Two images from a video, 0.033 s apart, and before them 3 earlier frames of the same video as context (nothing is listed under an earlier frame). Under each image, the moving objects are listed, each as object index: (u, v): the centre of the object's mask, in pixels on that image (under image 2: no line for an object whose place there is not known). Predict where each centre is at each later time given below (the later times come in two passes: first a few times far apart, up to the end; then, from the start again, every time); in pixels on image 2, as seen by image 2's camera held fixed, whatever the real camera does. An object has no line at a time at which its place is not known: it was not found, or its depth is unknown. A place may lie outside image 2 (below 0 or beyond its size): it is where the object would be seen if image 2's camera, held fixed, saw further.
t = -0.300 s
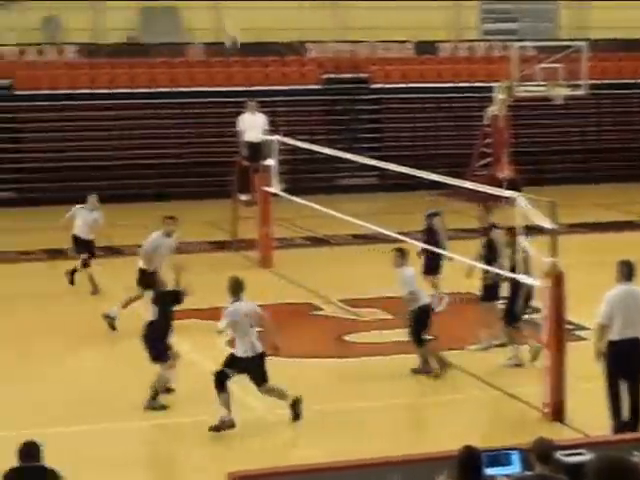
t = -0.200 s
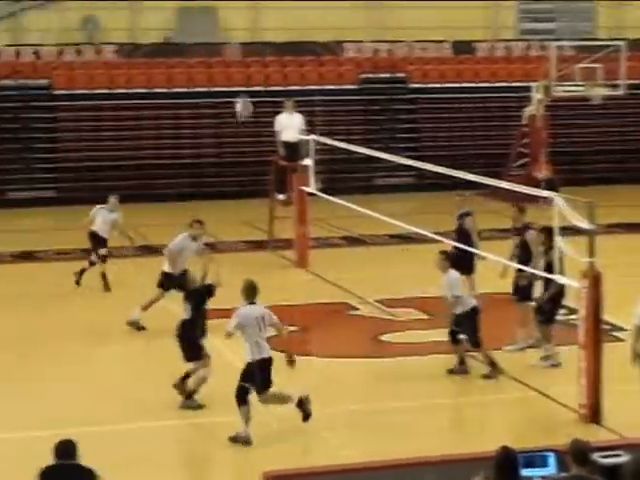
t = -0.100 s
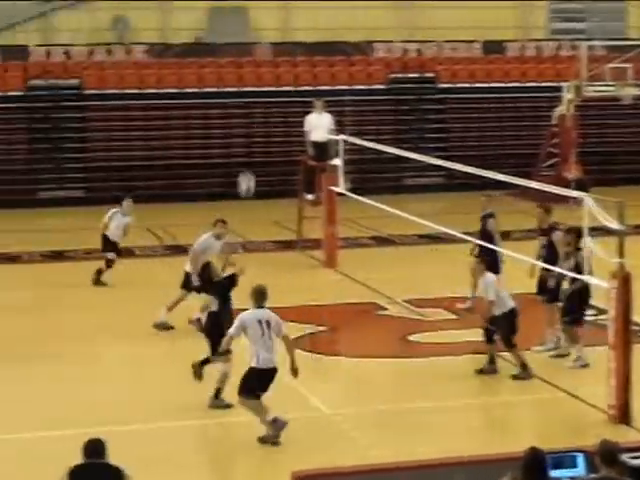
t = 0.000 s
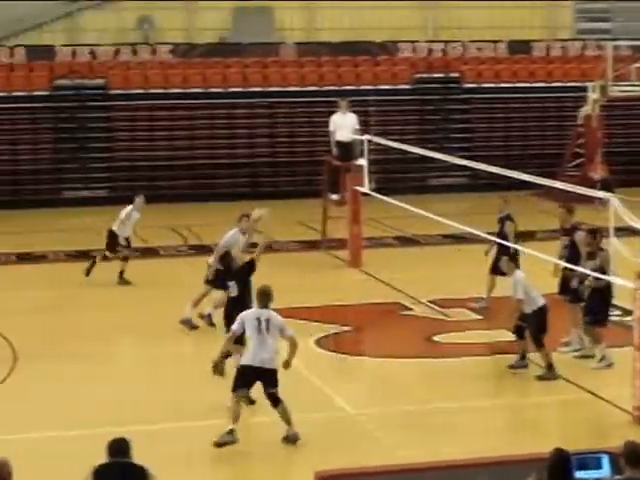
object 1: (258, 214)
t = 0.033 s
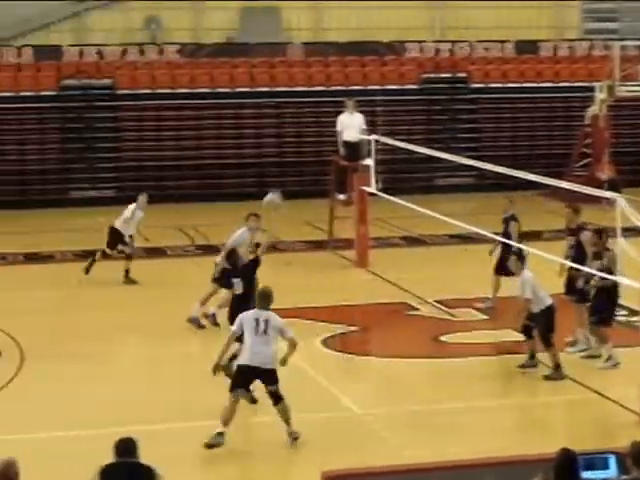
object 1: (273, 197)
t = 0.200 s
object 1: (300, 134)
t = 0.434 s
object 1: (337, 83)
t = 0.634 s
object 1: (367, 76)
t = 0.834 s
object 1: (396, 98)
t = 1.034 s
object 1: (422, 150)
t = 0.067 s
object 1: (278, 186)
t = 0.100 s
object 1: (283, 171)
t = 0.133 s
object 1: (289, 158)
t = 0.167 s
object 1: (294, 146)
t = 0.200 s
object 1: (300, 134)
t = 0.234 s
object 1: (306, 125)
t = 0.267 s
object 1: (312, 115)
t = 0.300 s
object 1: (316, 107)
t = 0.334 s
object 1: (322, 100)
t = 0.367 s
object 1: (327, 93)
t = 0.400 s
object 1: (333, 88)
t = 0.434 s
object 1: (337, 83)
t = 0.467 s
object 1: (342, 81)
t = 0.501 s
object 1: (347, 77)
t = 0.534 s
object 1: (353, 77)
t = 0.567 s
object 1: (356, 76)
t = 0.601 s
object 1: (363, 75)
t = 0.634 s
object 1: (367, 76)
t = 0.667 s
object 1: (372, 77)
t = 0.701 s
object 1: (377, 80)
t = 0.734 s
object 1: (382, 82)
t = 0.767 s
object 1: (387, 88)
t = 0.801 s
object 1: (392, 93)
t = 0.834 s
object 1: (396, 98)
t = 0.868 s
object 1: (400, 105)
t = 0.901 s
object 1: (404, 113)
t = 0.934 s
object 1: (409, 121)
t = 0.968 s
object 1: (413, 130)
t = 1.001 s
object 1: (418, 138)
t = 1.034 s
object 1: (422, 150)
